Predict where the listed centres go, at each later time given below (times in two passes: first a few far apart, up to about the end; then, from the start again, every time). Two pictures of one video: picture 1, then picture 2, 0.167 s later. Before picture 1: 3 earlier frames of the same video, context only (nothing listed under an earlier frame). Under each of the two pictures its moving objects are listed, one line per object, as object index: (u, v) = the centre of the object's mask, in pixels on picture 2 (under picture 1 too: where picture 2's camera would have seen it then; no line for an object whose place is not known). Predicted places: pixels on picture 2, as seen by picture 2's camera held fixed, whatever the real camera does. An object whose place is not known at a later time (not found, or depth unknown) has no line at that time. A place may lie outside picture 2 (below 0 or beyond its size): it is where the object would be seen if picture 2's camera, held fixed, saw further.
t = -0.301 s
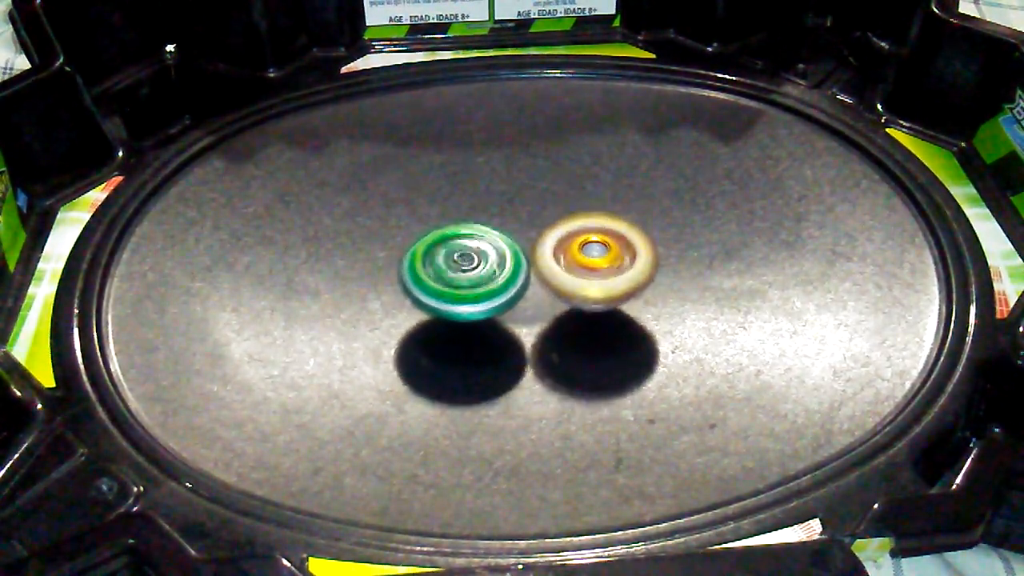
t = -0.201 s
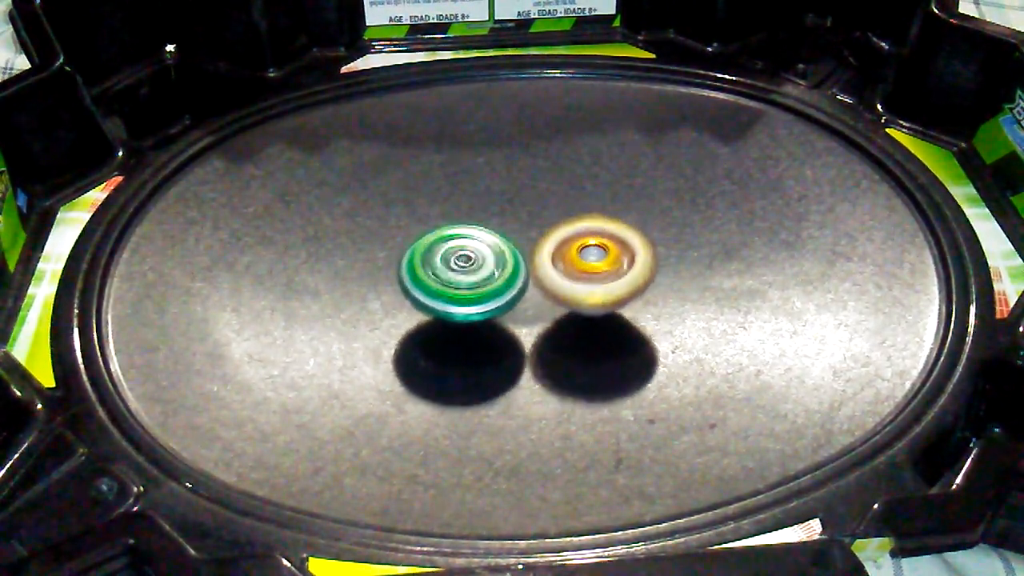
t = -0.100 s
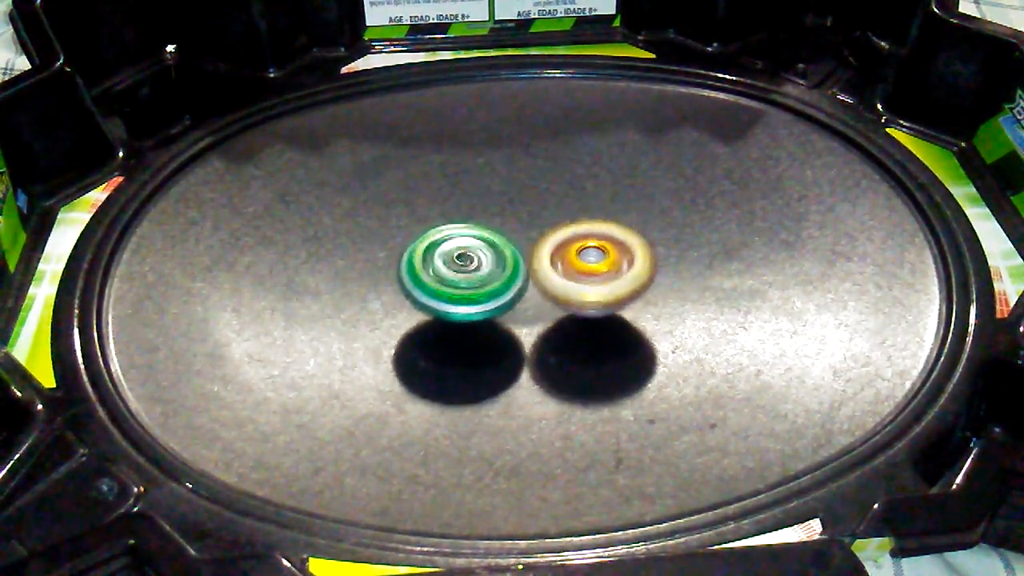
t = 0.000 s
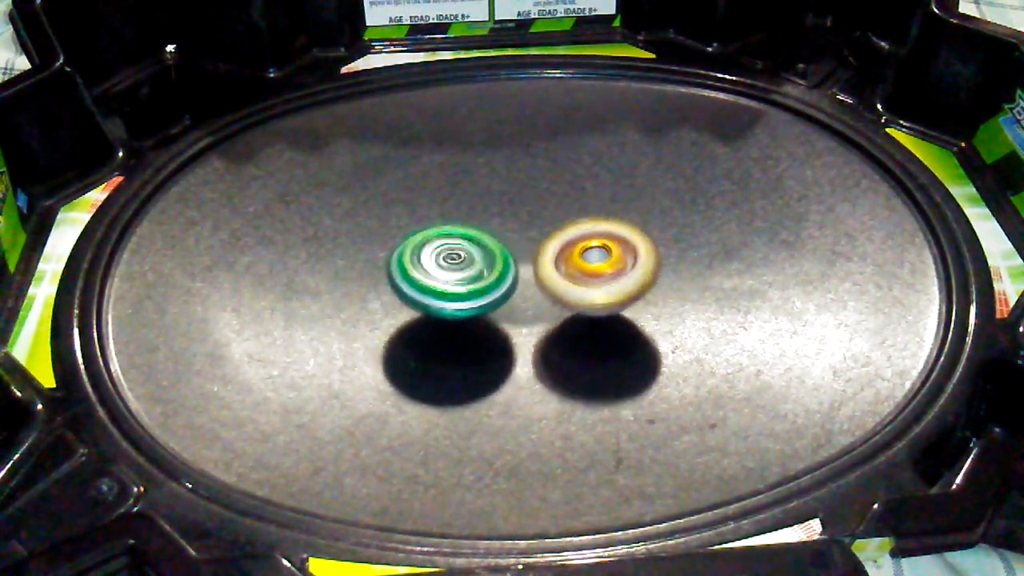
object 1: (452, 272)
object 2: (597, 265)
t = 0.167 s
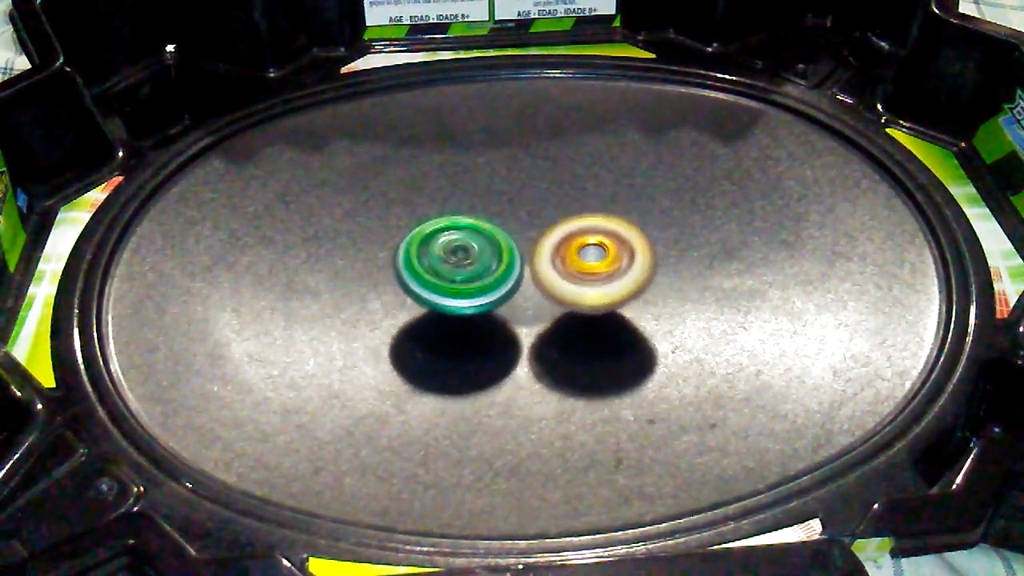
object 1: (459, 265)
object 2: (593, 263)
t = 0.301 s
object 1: (455, 262)
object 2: (586, 260)
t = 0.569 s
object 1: (456, 260)
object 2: (587, 254)
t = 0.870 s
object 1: (452, 262)
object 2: (583, 249)
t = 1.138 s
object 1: (453, 264)
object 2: (583, 252)
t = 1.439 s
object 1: (462, 270)
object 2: (593, 262)
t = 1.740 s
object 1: (449, 272)
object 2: (593, 258)
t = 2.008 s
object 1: (438, 262)
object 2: (584, 252)
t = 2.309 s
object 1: (437, 255)
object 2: (585, 256)
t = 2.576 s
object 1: (452, 260)
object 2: (584, 258)
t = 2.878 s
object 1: (441, 263)
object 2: (586, 252)
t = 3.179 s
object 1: (448, 262)
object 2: (578, 254)
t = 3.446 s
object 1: (446, 266)
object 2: (592, 254)
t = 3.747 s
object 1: (427, 270)
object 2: (584, 252)
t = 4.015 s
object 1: (439, 267)
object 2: (575, 258)
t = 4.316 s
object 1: (438, 273)
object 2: (583, 267)
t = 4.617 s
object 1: (448, 281)
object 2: (568, 274)
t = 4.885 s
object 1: (441, 285)
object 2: (610, 289)
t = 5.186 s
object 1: (461, 289)
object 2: (572, 266)
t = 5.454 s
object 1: (438, 297)
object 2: (565, 255)
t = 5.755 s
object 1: (475, 293)
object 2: (565, 261)
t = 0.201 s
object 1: (460, 263)
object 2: (589, 261)
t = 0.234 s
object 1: (457, 263)
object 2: (589, 260)
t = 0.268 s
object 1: (456, 261)
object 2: (587, 260)
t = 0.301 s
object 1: (455, 262)
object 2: (586, 260)
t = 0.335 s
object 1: (455, 262)
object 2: (588, 259)
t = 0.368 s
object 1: (456, 262)
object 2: (586, 258)
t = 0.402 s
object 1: (454, 262)
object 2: (588, 258)
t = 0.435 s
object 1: (454, 262)
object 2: (587, 257)
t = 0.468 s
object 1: (456, 262)
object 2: (587, 257)
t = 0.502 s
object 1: (457, 262)
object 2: (589, 257)
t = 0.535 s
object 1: (457, 262)
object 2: (589, 255)
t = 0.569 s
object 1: (456, 260)
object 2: (587, 254)
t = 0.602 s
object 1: (456, 261)
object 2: (587, 254)
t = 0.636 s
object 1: (455, 262)
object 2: (588, 253)
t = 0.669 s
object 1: (455, 263)
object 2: (586, 251)
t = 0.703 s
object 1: (454, 263)
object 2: (584, 251)
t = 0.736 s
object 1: (453, 262)
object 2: (587, 251)
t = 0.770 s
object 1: (454, 263)
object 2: (585, 250)
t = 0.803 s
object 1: (454, 263)
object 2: (583, 250)
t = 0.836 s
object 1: (452, 264)
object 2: (585, 249)
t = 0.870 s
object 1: (452, 262)
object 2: (583, 249)
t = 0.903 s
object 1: (454, 264)
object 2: (581, 250)
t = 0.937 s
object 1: (450, 265)
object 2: (586, 250)
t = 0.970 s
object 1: (447, 265)
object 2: (587, 248)
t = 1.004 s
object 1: (447, 265)
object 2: (584, 249)
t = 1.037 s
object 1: (449, 266)
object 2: (585, 251)
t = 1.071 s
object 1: (450, 266)
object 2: (588, 251)
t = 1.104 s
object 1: (451, 266)
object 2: (586, 251)
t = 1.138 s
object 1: (453, 264)
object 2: (583, 252)
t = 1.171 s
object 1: (454, 265)
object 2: (585, 254)
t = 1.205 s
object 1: (453, 264)
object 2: (586, 253)
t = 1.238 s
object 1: (454, 265)
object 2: (584, 254)
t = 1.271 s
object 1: (453, 267)
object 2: (587, 258)
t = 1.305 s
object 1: (452, 267)
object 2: (589, 259)
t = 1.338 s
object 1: (453, 268)
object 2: (590, 260)
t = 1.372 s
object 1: (456, 269)
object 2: (591, 262)
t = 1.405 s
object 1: (460, 270)
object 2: (593, 262)
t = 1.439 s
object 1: (462, 270)
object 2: (593, 262)
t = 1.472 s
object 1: (460, 270)
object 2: (595, 262)
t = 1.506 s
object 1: (461, 270)
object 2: (596, 262)
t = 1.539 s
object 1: (463, 271)
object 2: (594, 263)
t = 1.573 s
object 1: (462, 272)
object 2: (595, 263)
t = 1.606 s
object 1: (461, 273)
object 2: (595, 263)
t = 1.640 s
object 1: (461, 272)
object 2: (593, 261)
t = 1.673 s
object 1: (459, 273)
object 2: (593, 261)
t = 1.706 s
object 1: (451, 273)
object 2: (595, 259)
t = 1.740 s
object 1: (449, 272)
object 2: (593, 258)
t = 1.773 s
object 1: (449, 272)
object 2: (594, 258)
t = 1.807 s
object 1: (448, 271)
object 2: (594, 257)
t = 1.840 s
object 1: (446, 270)
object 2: (592, 256)
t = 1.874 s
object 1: (447, 267)
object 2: (588, 256)
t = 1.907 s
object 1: (449, 266)
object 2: (586, 258)
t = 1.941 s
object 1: (451, 265)
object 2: (581, 257)
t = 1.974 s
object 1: (445, 263)
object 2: (583, 256)
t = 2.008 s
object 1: (438, 262)
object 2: (584, 252)
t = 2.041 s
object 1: (437, 261)
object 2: (581, 253)
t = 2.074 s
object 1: (439, 260)
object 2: (580, 256)
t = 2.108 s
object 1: (439, 261)
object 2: (583, 257)
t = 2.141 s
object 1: (440, 261)
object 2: (583, 255)
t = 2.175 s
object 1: (441, 260)
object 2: (578, 255)
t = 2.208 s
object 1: (445, 259)
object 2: (576, 256)
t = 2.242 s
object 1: (444, 258)
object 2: (579, 257)
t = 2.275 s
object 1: (439, 256)
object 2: (585, 257)
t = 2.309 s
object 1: (437, 255)
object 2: (585, 256)
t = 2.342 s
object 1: (437, 255)
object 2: (582, 257)
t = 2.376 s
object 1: (439, 256)
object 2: (584, 259)
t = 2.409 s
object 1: (440, 256)
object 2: (589, 258)
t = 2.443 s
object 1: (441, 257)
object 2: (589, 256)
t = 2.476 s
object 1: (443, 257)
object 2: (586, 256)
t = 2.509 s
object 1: (447, 258)
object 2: (583, 258)
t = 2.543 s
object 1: (449, 259)
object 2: (585, 260)
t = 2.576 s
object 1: (452, 260)
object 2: (584, 258)
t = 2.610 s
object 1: (450, 261)
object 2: (580, 256)
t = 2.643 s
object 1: (447, 262)
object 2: (583, 255)
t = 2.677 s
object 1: (447, 261)
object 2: (584, 255)
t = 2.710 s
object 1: (450, 262)
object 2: (581, 253)
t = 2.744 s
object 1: (447, 263)
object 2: (580, 254)
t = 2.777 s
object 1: (441, 264)
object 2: (587, 253)
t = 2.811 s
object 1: (440, 263)
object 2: (588, 251)
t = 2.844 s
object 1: (441, 263)
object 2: (586, 252)
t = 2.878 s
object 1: (441, 263)
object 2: (586, 252)
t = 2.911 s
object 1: (439, 263)
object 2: (590, 252)
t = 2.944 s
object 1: (438, 263)
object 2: (589, 251)
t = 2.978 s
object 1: (439, 261)
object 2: (585, 250)
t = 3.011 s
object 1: (443, 260)
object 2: (583, 252)
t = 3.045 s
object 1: (446, 261)
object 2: (582, 254)
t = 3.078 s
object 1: (448, 261)
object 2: (581, 254)
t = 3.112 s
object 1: (450, 262)
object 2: (577, 254)
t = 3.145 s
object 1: (449, 263)
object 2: (578, 253)
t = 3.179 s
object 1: (448, 262)
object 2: (578, 254)
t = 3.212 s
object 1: (448, 261)
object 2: (579, 255)
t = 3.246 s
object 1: (446, 262)
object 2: (583, 255)
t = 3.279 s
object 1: (447, 262)
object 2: (586, 256)
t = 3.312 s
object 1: (448, 264)
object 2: (587, 255)
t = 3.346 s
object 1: (447, 266)
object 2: (588, 257)
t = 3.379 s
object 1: (445, 267)
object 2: (591, 257)
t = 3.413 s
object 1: (445, 267)
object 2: (594, 256)
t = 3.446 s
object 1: (446, 266)
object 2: (592, 254)
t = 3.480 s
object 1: (447, 266)
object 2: (589, 254)
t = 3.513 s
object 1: (448, 267)
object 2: (586, 257)
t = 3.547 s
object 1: (451, 269)
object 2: (587, 260)
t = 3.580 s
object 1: (451, 270)
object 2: (588, 258)
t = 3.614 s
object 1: (453, 270)
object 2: (584, 258)
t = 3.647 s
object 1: (452, 271)
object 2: (583, 258)
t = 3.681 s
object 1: (438, 270)
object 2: (591, 257)
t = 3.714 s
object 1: (430, 270)
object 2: (589, 254)
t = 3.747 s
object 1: (427, 270)
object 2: (584, 252)
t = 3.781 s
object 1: (428, 269)
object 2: (578, 253)
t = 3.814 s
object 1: (429, 269)
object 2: (573, 255)
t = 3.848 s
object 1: (429, 270)
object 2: (571, 257)
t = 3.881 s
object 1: (427, 270)
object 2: (571, 259)
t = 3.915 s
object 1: (427, 269)
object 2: (573, 261)
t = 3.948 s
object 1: (429, 268)
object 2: (575, 261)
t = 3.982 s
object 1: (433, 267)
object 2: (574, 259)
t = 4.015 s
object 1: (439, 267)
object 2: (575, 258)
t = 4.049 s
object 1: (442, 270)
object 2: (573, 260)
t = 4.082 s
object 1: (446, 271)
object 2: (570, 260)
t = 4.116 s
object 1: (444, 273)
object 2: (574, 263)
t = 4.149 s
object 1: (439, 270)
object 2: (582, 270)
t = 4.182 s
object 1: (438, 270)
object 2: (590, 272)
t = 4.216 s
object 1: (438, 271)
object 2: (591, 272)
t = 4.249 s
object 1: (439, 272)
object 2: (593, 271)
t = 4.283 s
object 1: (439, 273)
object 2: (589, 267)
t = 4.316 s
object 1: (438, 273)
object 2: (583, 267)
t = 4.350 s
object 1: (439, 274)
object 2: (579, 268)
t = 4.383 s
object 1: (439, 274)
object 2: (578, 267)
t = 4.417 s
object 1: (440, 275)
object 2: (576, 269)
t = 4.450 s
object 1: (442, 275)
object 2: (575, 273)
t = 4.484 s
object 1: (443, 276)
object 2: (574, 272)
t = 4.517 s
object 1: (444, 278)
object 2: (574, 271)
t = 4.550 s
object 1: (446, 279)
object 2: (573, 272)
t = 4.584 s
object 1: (447, 280)
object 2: (570, 272)
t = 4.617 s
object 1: (448, 281)
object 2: (568, 274)
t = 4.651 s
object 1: (450, 281)
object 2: (568, 280)
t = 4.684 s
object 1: (451, 282)
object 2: (566, 284)
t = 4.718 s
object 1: (449, 284)
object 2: (570, 287)
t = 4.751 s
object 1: (440, 287)
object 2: (580, 288)
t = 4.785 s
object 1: (438, 287)
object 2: (588, 287)
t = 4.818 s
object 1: (437, 287)
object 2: (598, 291)
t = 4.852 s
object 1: (438, 286)
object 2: (605, 288)
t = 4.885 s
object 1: (441, 285)
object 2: (610, 289)
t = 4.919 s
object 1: (441, 286)
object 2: (611, 286)
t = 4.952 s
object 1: (440, 286)
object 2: (611, 284)
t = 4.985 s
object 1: (442, 287)
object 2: (604, 278)
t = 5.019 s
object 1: (443, 287)
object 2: (600, 275)
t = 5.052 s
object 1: (446, 285)
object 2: (593, 277)
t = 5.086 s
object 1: (451, 286)
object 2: (587, 271)
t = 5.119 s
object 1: (455, 287)
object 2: (581, 272)
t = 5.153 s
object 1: (461, 287)
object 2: (577, 269)
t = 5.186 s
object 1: (461, 289)
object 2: (572, 266)
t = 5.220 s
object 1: (457, 293)
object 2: (570, 264)
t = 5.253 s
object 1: (456, 294)
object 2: (568, 258)
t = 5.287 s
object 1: (453, 298)
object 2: (569, 255)
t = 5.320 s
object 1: (448, 300)
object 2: (573, 253)
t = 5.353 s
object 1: (444, 302)
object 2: (571, 251)
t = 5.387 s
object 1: (442, 301)
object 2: (567, 252)
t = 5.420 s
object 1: (440, 299)
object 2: (566, 254)
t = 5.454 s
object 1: (438, 297)
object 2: (565, 255)
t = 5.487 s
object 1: (438, 296)
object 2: (566, 256)
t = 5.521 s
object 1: (441, 296)
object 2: (565, 258)
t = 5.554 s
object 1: (443, 294)
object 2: (564, 259)
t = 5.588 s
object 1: (447, 293)
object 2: (561, 260)
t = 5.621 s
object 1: (453, 291)
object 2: (558, 259)
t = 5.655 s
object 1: (460, 288)
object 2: (559, 260)
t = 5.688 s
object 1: (470, 288)
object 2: (562, 260)
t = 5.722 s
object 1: (475, 289)
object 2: (563, 261)
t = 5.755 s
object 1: (475, 293)
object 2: (565, 261)
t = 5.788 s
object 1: (471, 294)
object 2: (563, 265)
